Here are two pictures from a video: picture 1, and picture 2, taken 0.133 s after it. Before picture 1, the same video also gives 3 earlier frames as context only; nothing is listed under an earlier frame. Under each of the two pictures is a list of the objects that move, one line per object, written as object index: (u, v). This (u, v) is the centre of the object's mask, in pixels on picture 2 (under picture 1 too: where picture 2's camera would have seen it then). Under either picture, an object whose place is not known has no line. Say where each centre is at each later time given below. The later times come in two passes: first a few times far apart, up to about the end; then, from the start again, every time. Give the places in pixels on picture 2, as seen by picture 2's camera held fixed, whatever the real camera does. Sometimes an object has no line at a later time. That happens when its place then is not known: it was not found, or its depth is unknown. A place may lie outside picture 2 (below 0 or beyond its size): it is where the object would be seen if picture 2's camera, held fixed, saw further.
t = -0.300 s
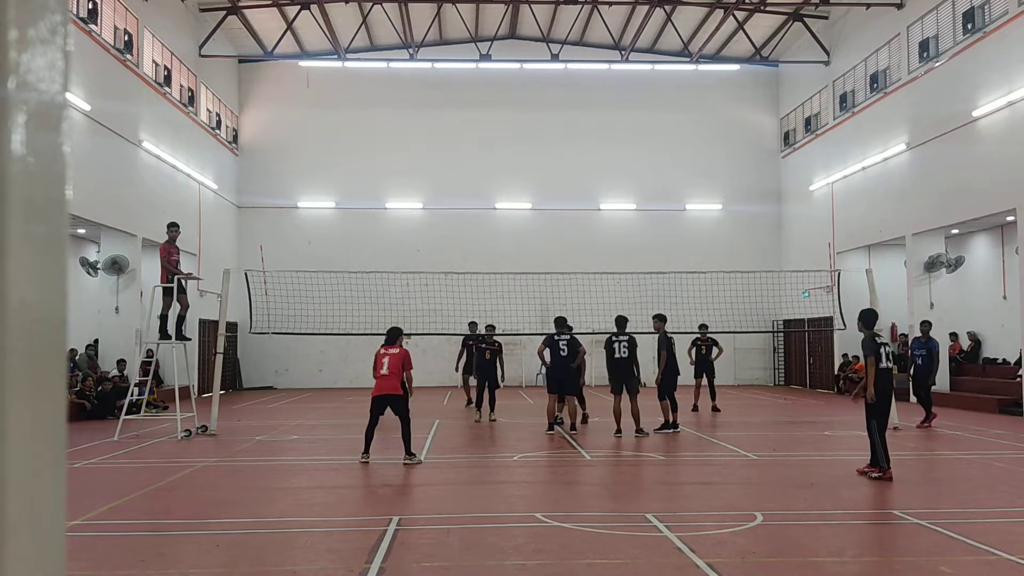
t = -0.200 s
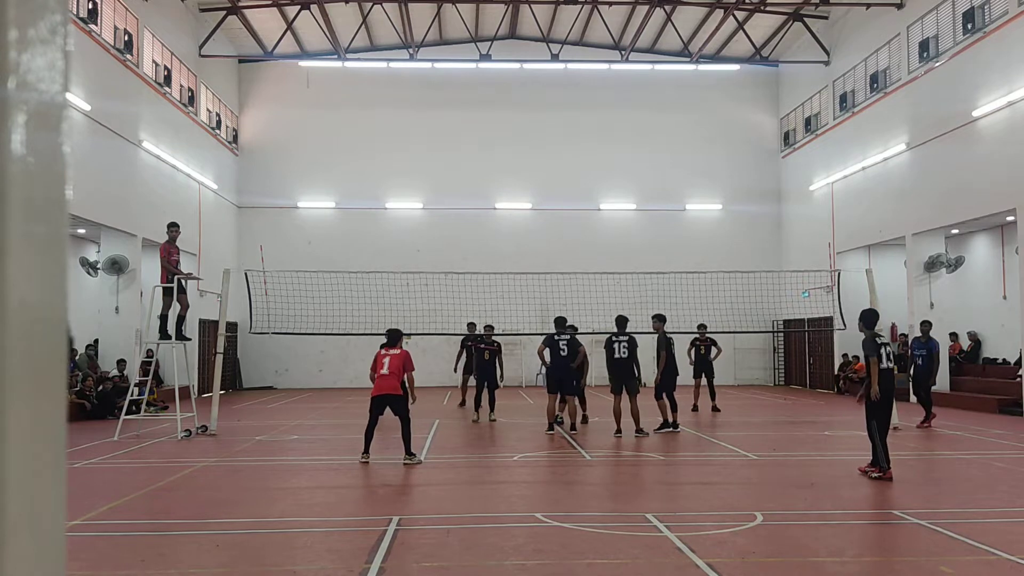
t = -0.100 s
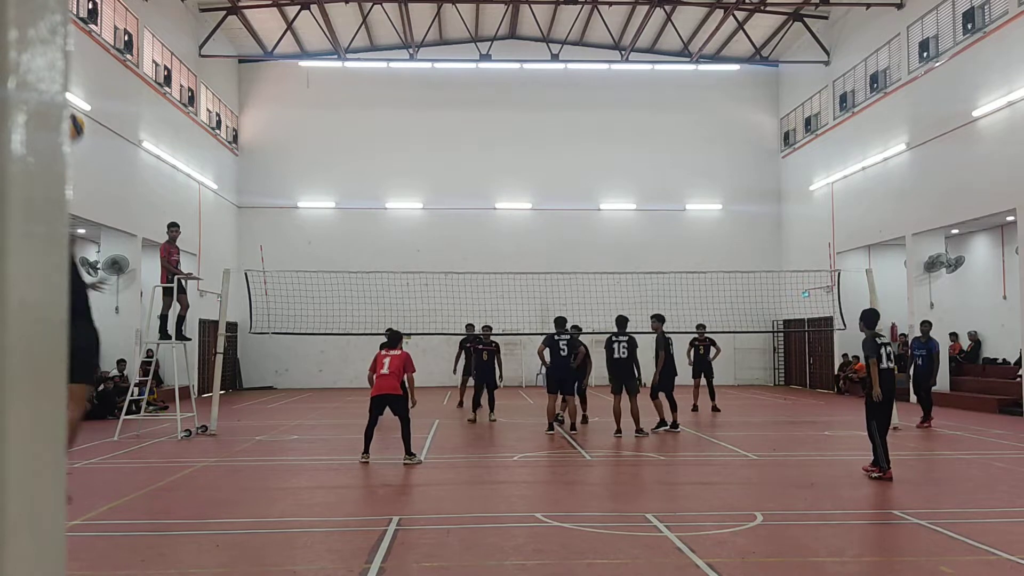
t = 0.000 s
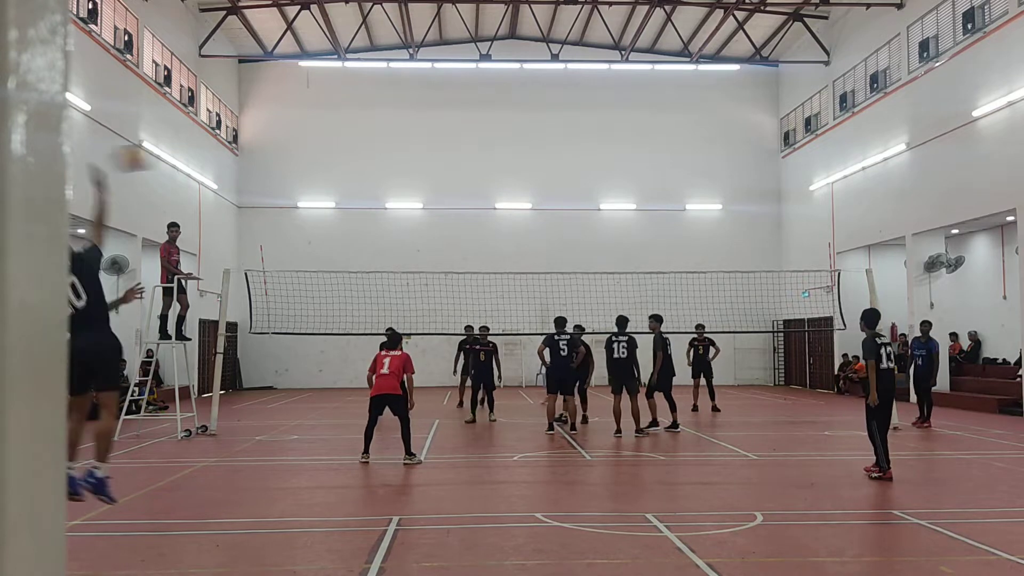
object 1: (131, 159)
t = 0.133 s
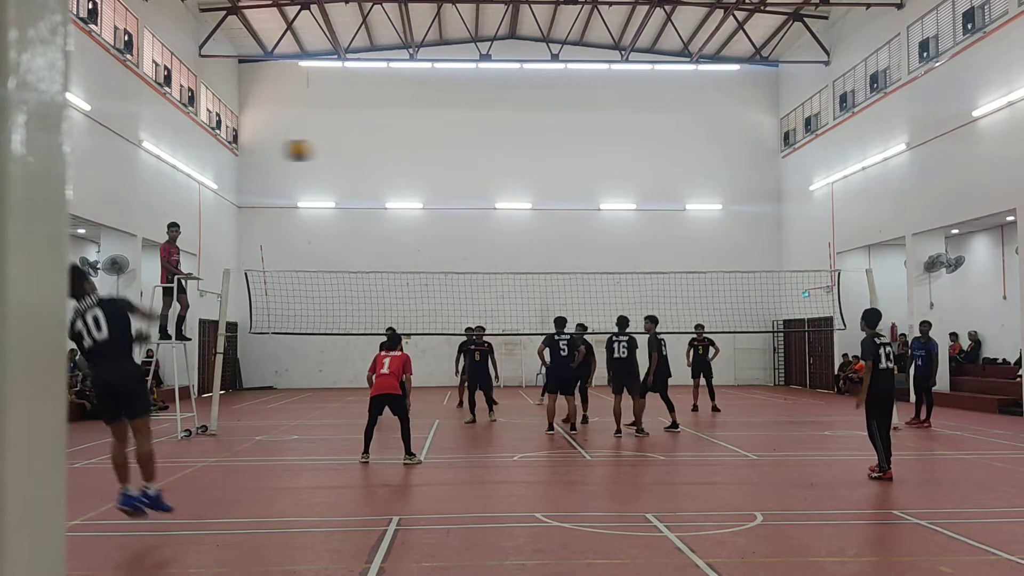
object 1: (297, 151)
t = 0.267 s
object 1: (396, 162)
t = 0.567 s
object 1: (523, 223)
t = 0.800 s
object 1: (577, 284)
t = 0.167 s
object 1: (327, 152)
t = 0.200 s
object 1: (352, 154)
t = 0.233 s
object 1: (375, 158)
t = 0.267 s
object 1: (396, 162)
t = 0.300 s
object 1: (415, 167)
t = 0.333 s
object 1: (433, 173)
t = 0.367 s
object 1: (450, 179)
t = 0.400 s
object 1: (465, 185)
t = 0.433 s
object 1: (479, 192)
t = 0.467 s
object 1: (491, 199)
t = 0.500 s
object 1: (502, 207)
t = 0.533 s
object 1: (513, 216)
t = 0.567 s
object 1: (523, 223)
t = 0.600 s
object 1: (531, 231)
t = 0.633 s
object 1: (540, 240)
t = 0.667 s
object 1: (548, 249)
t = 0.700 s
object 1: (556, 257)
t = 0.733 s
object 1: (563, 265)
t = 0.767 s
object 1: (571, 277)
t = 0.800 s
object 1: (577, 284)
